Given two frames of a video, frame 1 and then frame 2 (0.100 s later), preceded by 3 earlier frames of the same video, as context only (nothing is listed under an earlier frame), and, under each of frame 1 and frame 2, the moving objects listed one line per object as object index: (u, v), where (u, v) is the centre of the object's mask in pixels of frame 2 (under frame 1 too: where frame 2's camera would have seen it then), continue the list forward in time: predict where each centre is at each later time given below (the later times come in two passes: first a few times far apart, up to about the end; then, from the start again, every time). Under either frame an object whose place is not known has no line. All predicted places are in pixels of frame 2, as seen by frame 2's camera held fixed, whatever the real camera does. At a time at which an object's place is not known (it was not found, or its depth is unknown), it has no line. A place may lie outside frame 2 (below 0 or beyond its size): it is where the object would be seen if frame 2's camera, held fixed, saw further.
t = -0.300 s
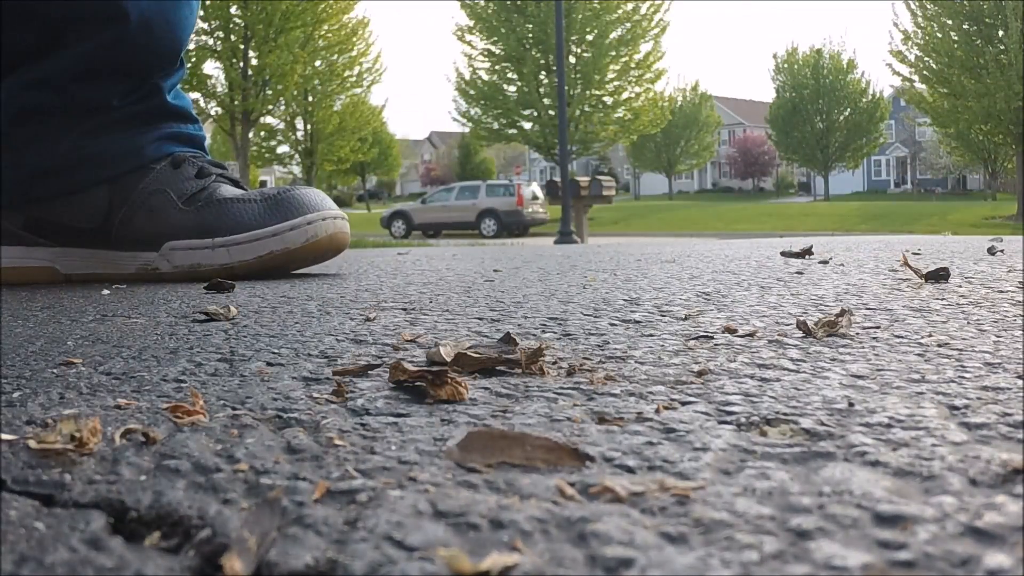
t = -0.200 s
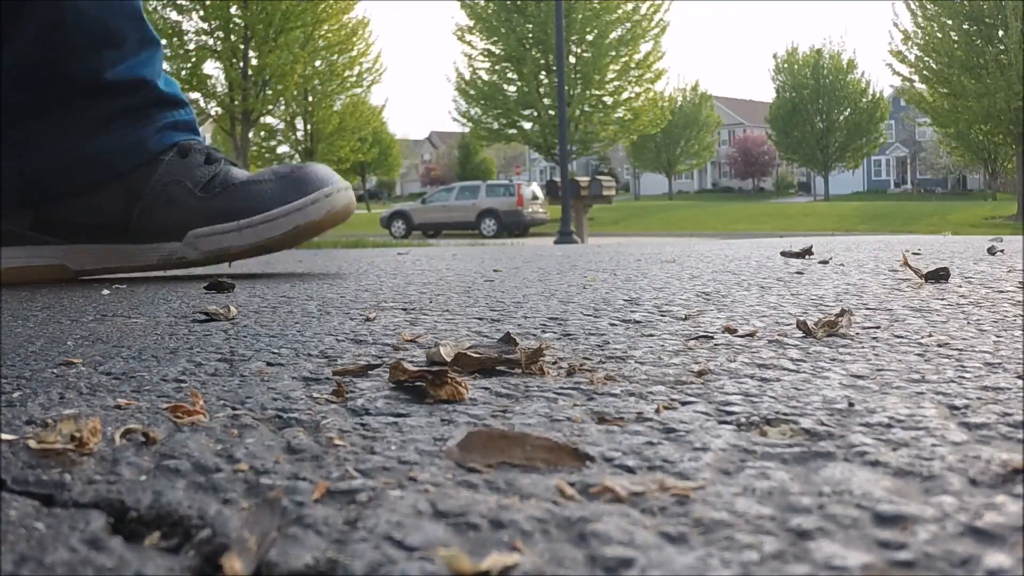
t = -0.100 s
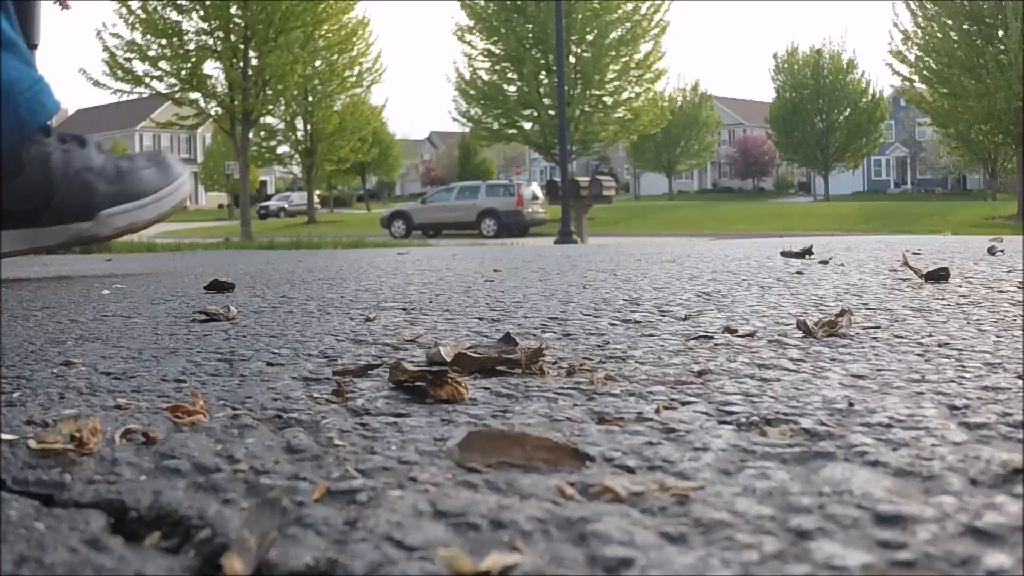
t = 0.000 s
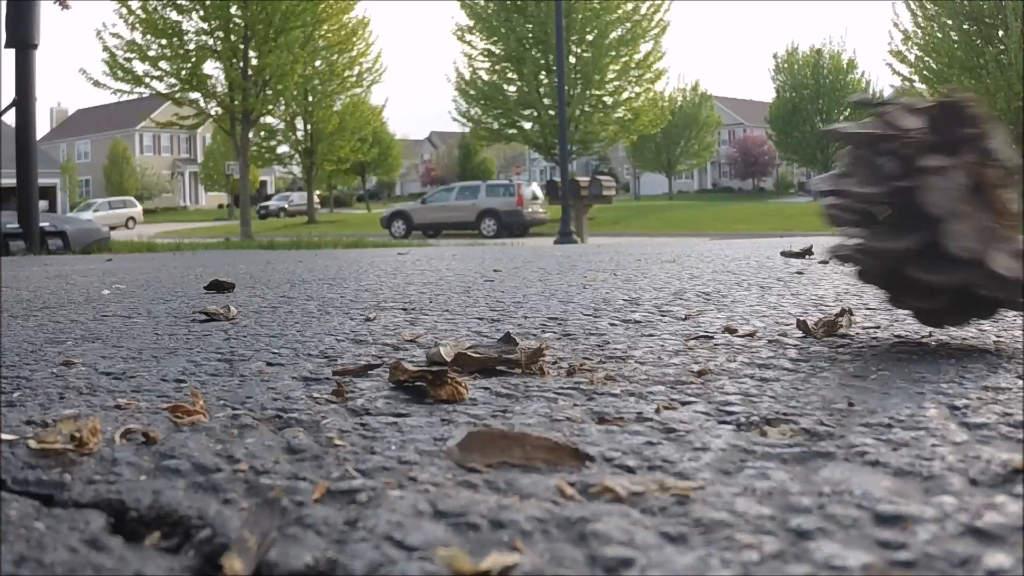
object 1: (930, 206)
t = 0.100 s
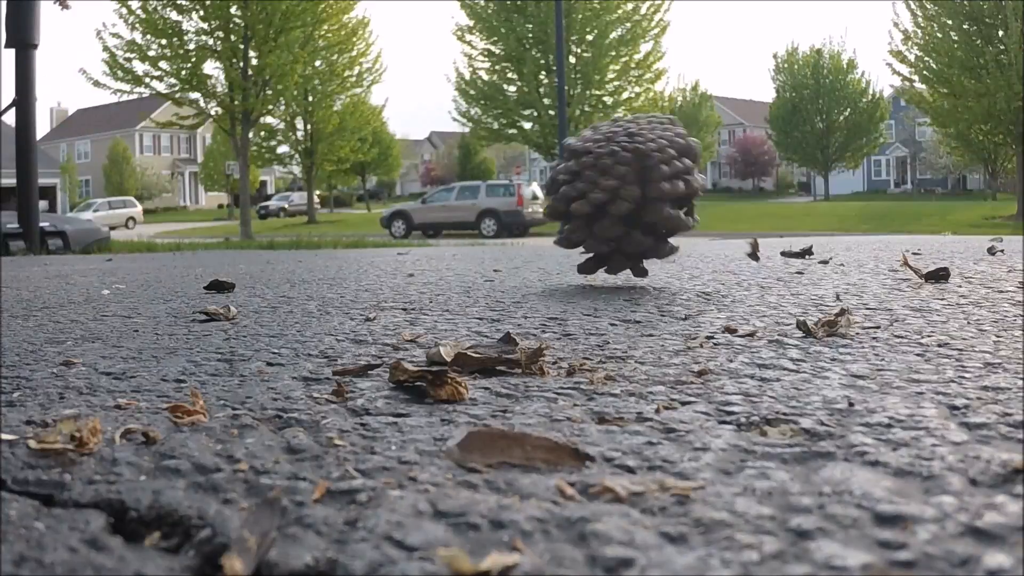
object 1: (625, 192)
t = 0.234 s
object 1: (505, 210)
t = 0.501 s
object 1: (425, 213)
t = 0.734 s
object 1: (359, 222)
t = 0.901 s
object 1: (315, 237)
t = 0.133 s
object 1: (581, 207)
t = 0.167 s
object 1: (545, 198)
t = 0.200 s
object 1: (524, 195)
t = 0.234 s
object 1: (505, 210)
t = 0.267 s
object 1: (490, 194)
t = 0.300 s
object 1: (477, 197)
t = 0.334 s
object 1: (467, 207)
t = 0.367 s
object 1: (454, 212)
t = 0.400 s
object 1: (447, 210)
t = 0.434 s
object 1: (439, 220)
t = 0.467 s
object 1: (434, 211)
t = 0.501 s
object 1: (425, 213)
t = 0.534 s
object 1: (418, 216)
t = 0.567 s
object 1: (411, 216)
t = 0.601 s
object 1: (406, 225)
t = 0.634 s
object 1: (401, 232)
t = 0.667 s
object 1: (387, 230)
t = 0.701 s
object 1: (371, 226)
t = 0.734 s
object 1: (359, 222)
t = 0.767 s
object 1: (349, 222)
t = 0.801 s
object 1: (340, 227)
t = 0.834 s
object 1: (330, 236)
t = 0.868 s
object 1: (322, 234)
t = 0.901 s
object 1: (315, 237)
